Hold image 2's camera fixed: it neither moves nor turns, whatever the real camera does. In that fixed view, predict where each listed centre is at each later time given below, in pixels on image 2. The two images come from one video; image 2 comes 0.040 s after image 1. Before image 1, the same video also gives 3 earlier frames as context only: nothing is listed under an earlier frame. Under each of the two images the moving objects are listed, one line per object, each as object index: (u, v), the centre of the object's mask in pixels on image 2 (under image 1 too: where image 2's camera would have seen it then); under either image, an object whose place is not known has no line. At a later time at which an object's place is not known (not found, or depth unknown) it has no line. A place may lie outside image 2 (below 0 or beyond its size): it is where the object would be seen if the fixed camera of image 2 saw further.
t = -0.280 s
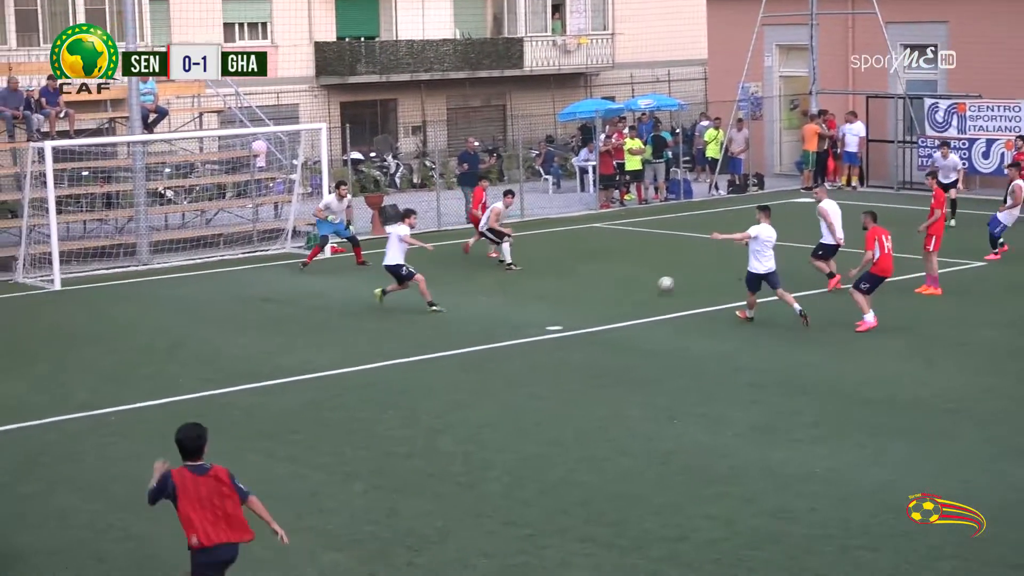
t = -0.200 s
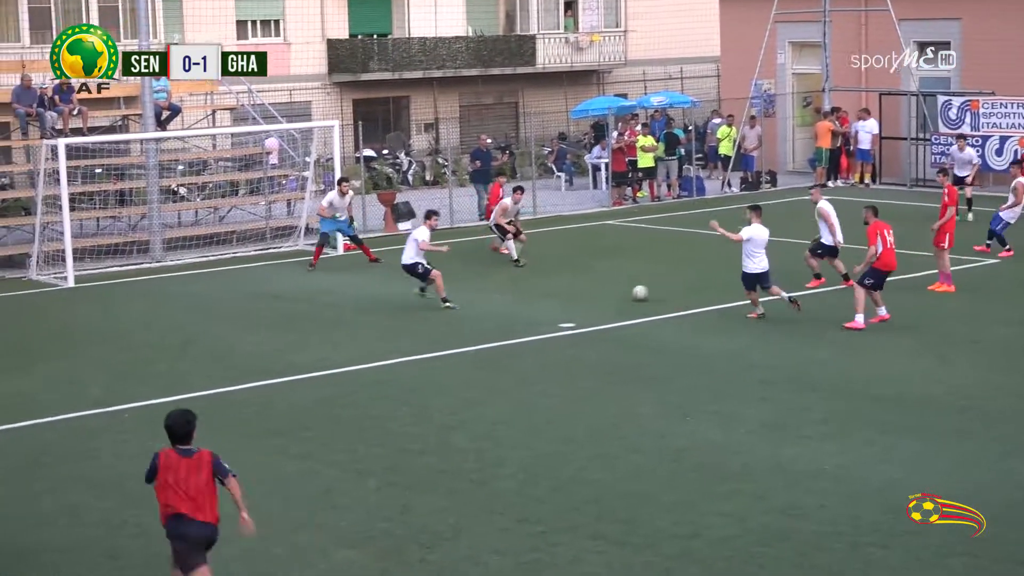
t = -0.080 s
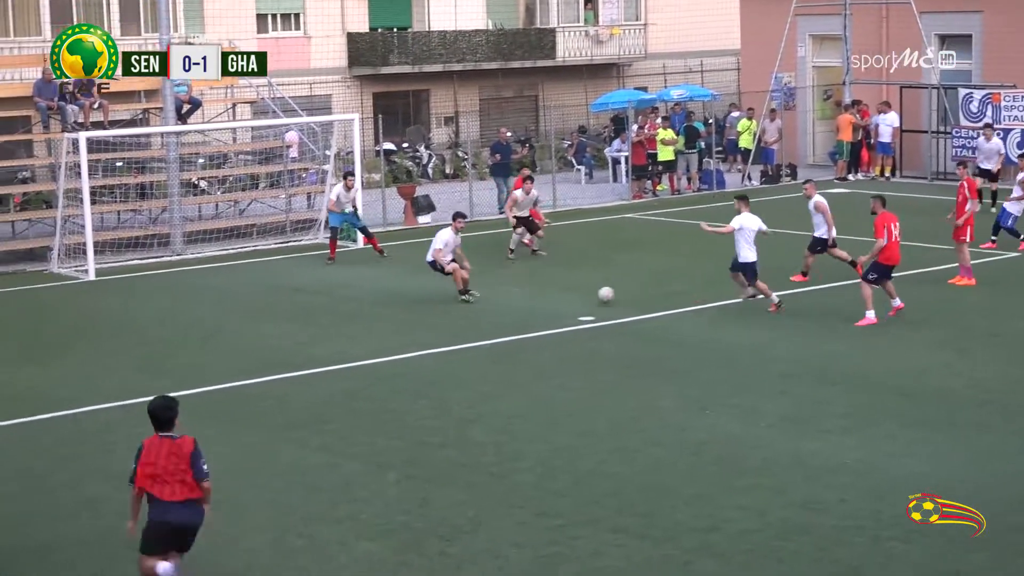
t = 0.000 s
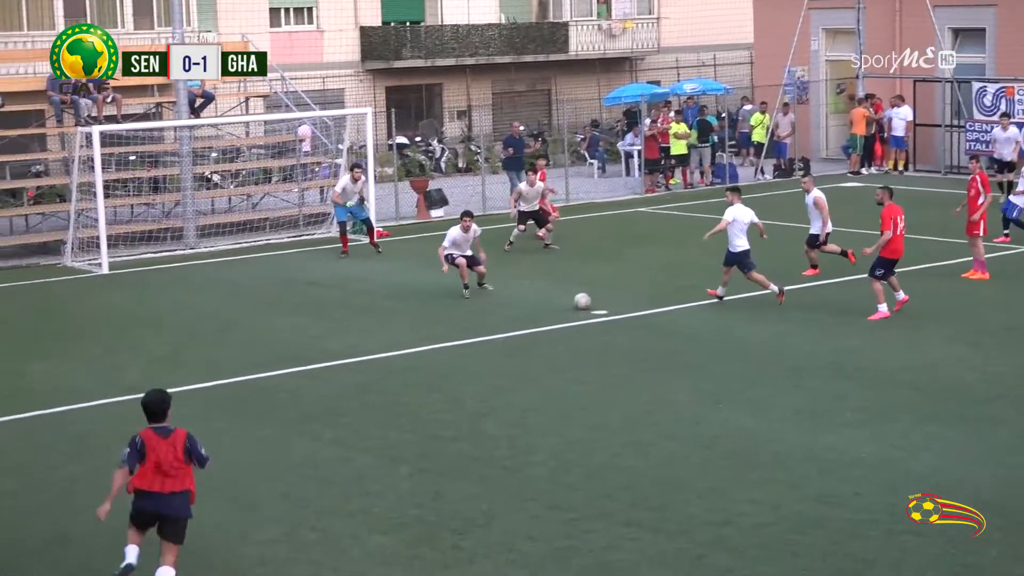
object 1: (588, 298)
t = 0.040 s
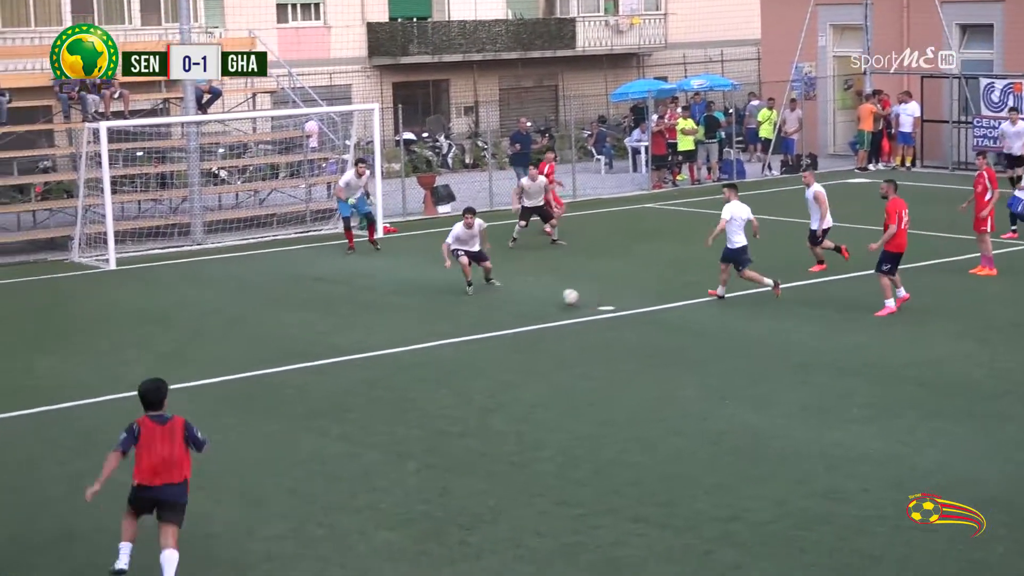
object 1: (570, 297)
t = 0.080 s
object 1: (552, 298)
